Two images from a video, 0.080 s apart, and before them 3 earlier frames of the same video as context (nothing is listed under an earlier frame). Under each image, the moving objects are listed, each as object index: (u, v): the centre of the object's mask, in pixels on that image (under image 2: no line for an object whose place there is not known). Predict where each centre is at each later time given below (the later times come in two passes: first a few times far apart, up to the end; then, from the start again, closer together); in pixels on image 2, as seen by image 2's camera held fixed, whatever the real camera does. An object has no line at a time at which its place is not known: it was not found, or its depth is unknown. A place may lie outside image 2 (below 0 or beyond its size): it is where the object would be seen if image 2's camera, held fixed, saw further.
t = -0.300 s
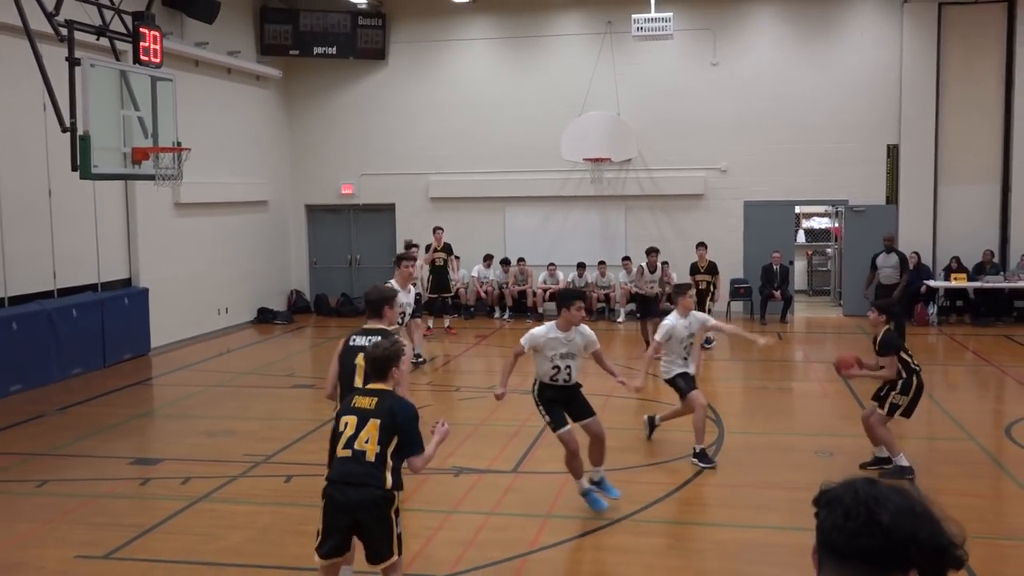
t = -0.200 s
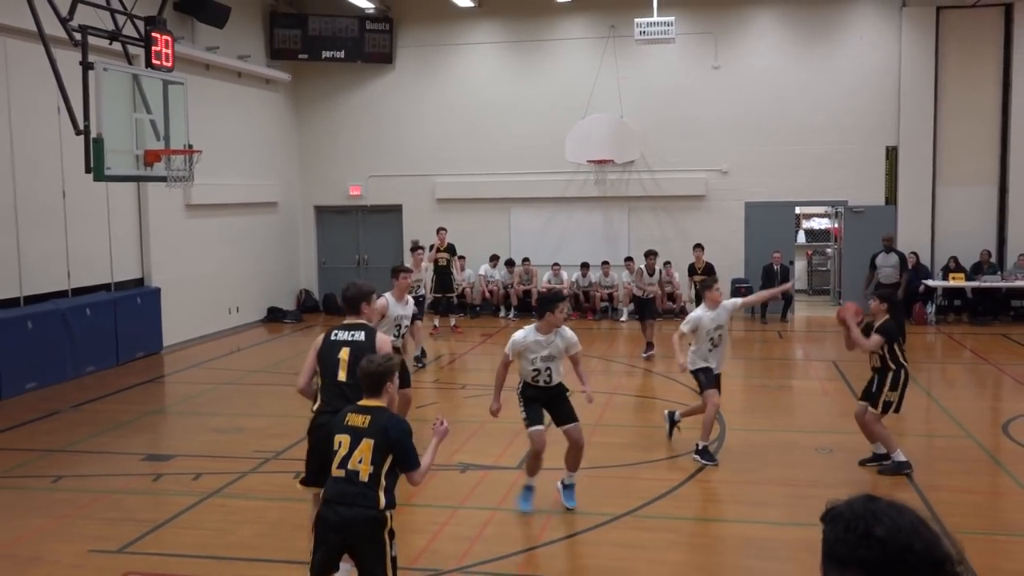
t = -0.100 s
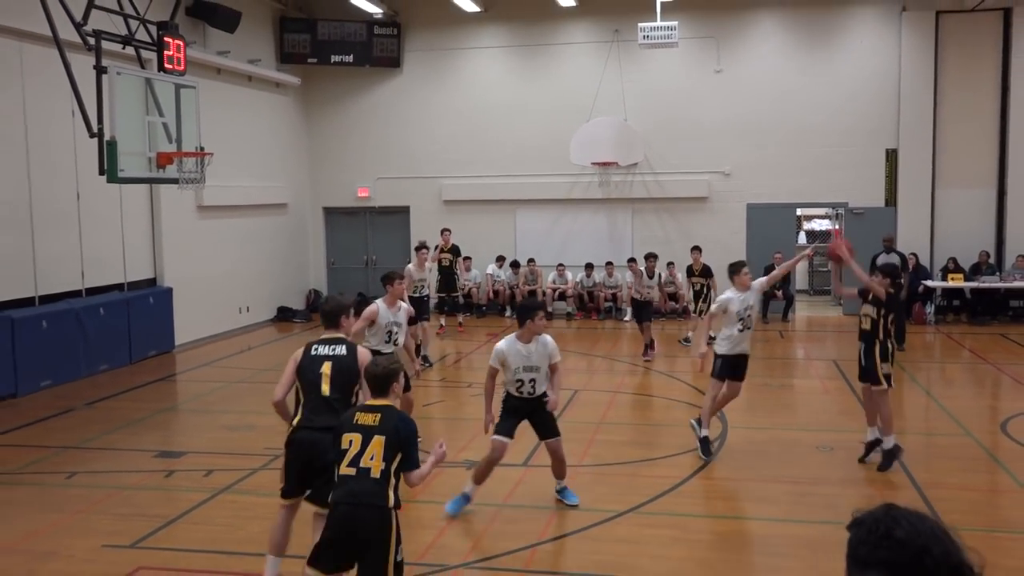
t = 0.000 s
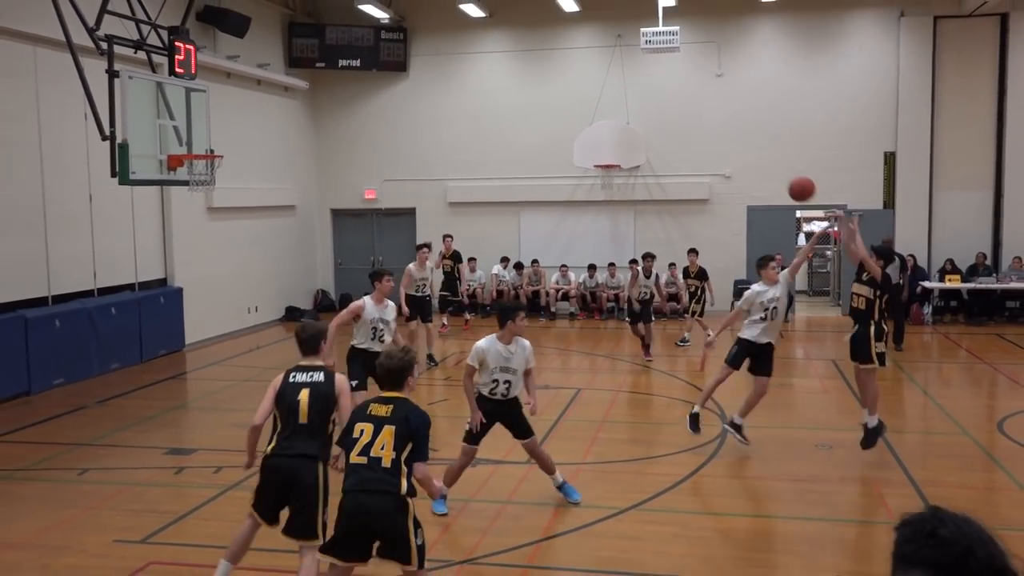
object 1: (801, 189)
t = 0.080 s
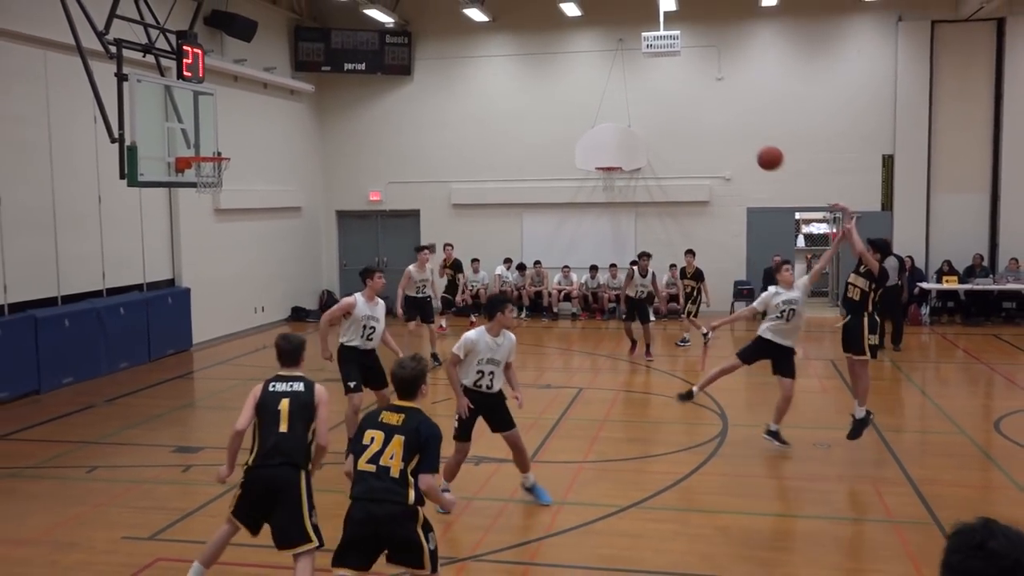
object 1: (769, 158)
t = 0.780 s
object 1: (526, 153)
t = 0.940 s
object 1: (480, 214)
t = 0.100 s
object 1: (762, 150)
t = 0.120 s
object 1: (754, 143)
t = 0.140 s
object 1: (747, 137)
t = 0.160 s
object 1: (740, 131)
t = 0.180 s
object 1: (732, 125)
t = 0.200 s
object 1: (725, 120)
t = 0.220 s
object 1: (718, 116)
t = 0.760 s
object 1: (532, 147)
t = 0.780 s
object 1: (526, 153)
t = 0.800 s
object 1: (520, 159)
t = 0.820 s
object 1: (514, 166)
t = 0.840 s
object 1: (509, 173)
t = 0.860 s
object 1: (503, 181)
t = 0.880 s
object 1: (497, 188)
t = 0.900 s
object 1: (491, 197)
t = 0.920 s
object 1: (486, 205)
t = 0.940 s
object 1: (480, 214)
